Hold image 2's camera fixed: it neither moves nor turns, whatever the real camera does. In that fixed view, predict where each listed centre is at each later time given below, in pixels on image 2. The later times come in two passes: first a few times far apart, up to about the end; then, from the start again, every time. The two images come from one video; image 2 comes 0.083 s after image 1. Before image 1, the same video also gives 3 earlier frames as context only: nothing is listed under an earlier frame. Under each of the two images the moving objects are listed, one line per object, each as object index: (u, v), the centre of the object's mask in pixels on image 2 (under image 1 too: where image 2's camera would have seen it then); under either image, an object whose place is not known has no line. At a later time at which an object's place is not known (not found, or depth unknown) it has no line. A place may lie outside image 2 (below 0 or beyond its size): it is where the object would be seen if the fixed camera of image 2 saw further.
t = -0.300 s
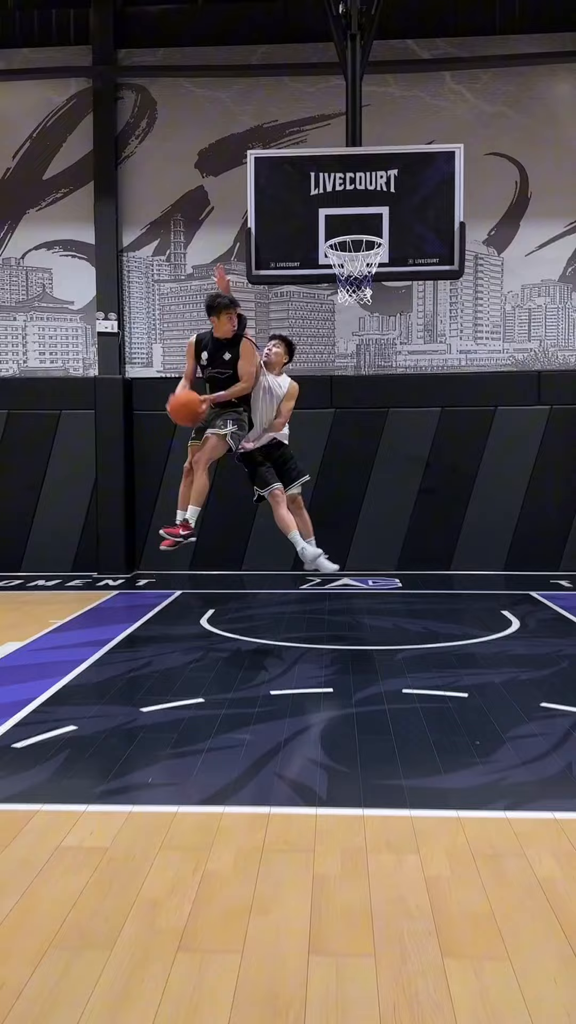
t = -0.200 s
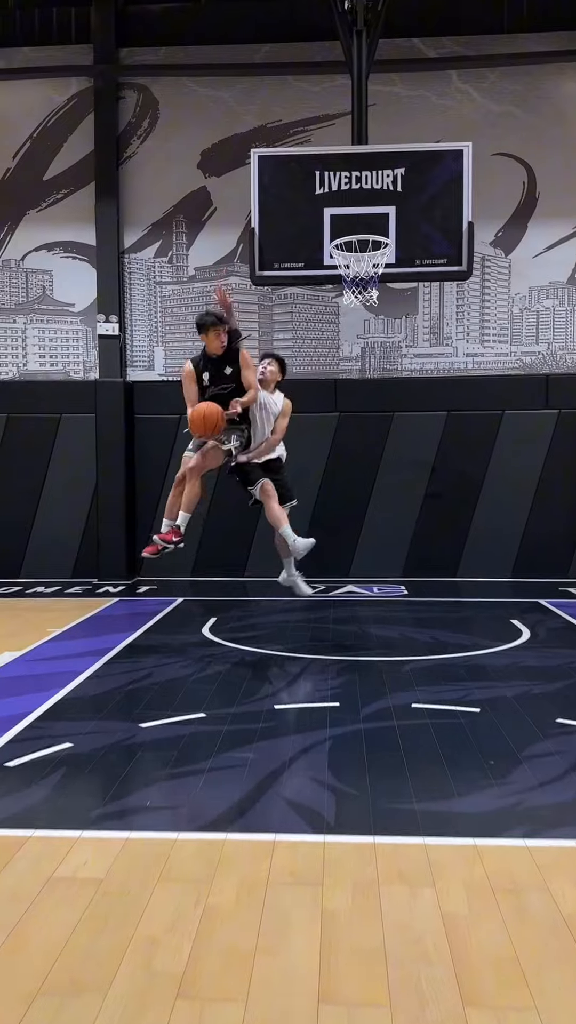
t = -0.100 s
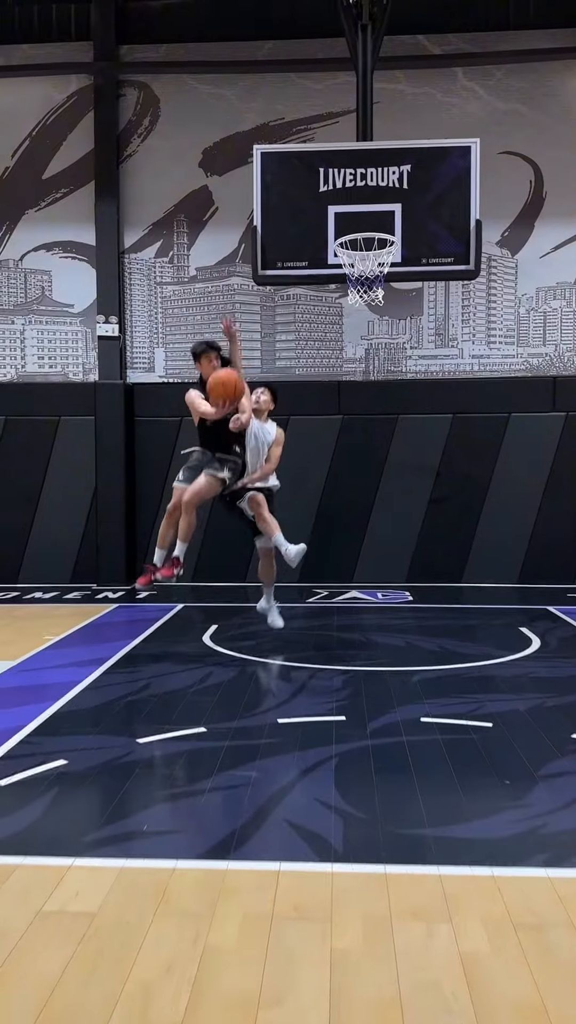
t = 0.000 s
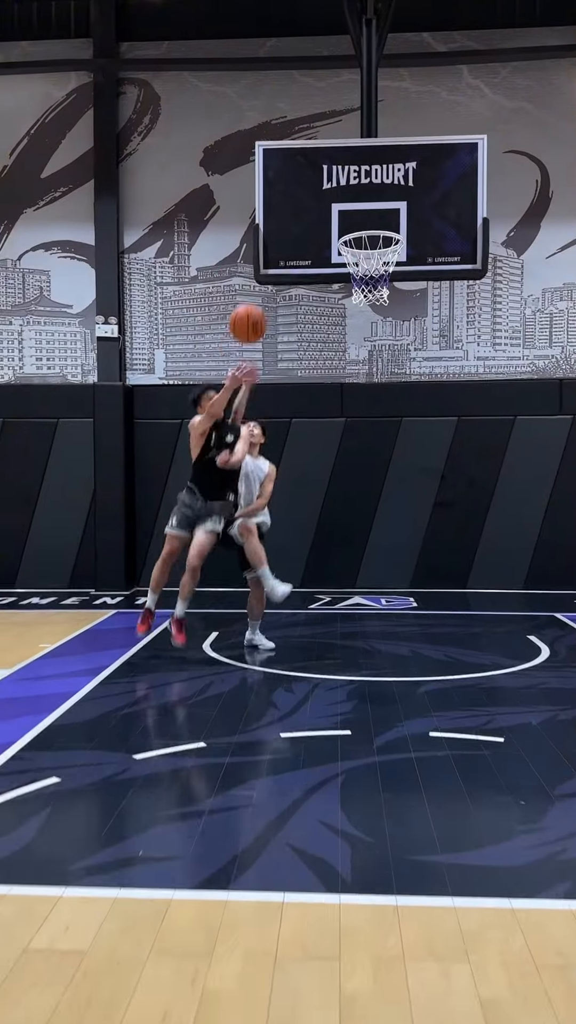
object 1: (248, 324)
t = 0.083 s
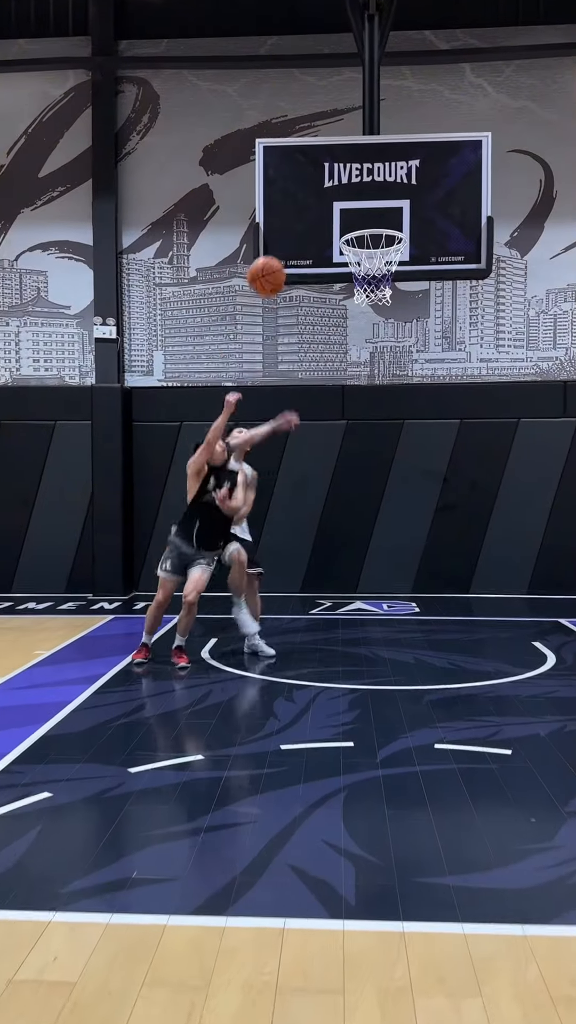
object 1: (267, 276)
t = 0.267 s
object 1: (303, 218)
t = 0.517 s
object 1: (344, 224)
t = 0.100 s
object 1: (270, 268)
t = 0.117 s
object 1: (273, 262)
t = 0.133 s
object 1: (277, 254)
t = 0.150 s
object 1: (280, 248)
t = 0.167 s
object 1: (284, 243)
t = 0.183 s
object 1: (287, 237)
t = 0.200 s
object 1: (290, 233)
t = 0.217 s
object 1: (293, 229)
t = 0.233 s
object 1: (297, 225)
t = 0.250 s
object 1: (300, 221)
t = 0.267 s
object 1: (303, 218)
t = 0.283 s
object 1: (306, 216)
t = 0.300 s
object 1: (309, 214)
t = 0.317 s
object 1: (312, 212)
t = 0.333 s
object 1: (315, 211)
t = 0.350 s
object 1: (318, 212)
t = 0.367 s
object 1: (321, 211)
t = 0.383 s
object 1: (324, 212)
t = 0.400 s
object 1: (327, 213)
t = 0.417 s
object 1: (330, 214)
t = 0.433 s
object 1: (332, 215)
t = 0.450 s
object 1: (335, 217)
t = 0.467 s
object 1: (338, 219)
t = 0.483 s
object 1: (340, 221)
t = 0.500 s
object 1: (342, 223)
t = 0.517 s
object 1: (344, 224)
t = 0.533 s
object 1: (348, 228)
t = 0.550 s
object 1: (350, 228)
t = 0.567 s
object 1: (353, 228)
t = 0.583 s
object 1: (355, 228)
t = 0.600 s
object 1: (357, 229)
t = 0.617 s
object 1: (359, 232)
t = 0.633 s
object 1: (362, 233)
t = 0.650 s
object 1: (363, 234)
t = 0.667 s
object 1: (364, 233)
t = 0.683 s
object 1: (365, 233)
